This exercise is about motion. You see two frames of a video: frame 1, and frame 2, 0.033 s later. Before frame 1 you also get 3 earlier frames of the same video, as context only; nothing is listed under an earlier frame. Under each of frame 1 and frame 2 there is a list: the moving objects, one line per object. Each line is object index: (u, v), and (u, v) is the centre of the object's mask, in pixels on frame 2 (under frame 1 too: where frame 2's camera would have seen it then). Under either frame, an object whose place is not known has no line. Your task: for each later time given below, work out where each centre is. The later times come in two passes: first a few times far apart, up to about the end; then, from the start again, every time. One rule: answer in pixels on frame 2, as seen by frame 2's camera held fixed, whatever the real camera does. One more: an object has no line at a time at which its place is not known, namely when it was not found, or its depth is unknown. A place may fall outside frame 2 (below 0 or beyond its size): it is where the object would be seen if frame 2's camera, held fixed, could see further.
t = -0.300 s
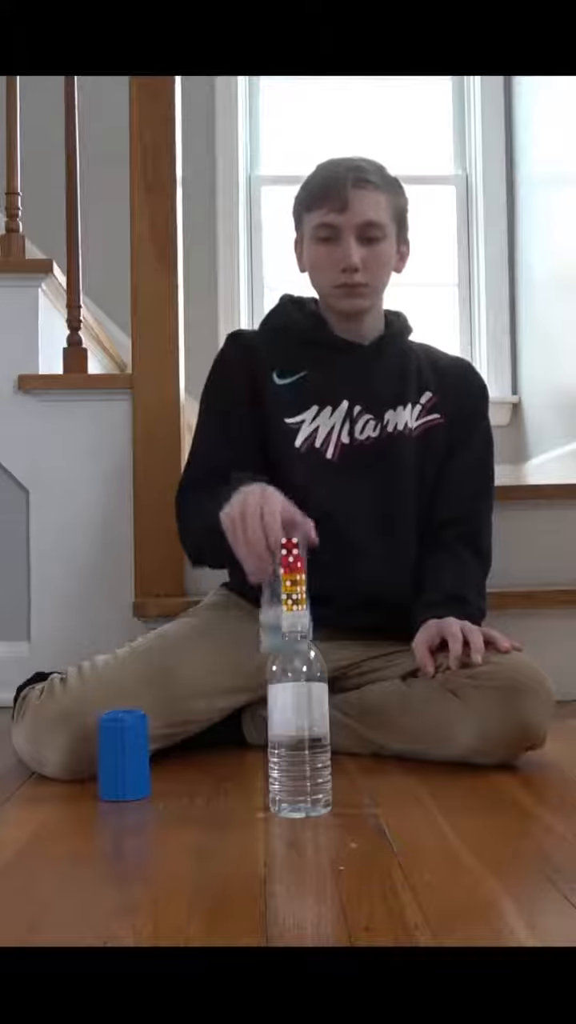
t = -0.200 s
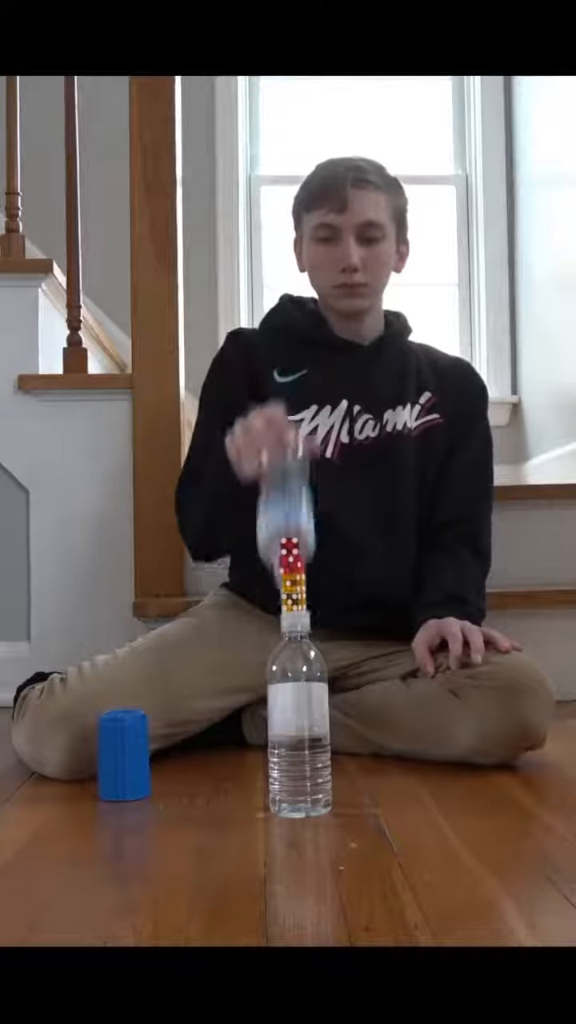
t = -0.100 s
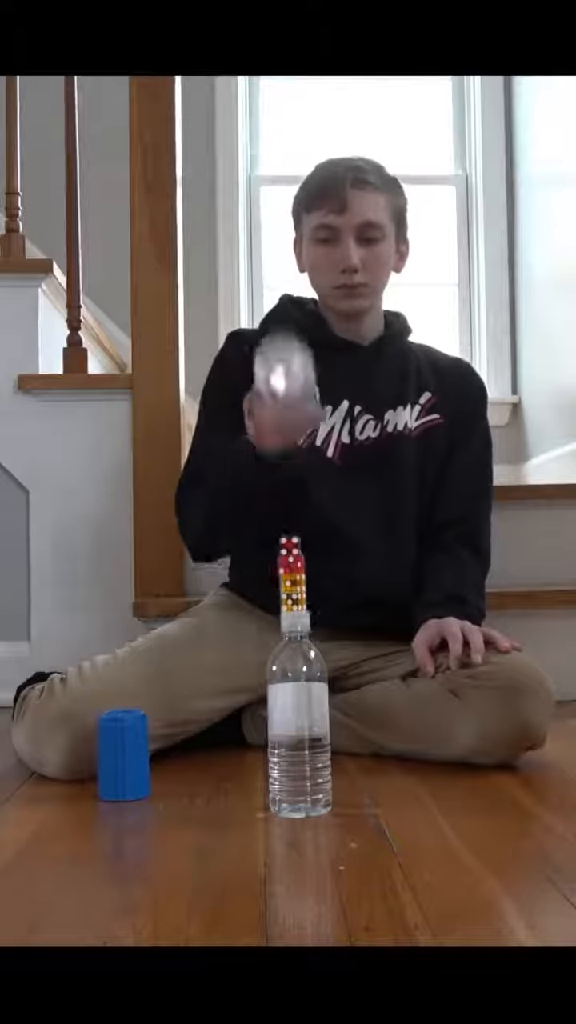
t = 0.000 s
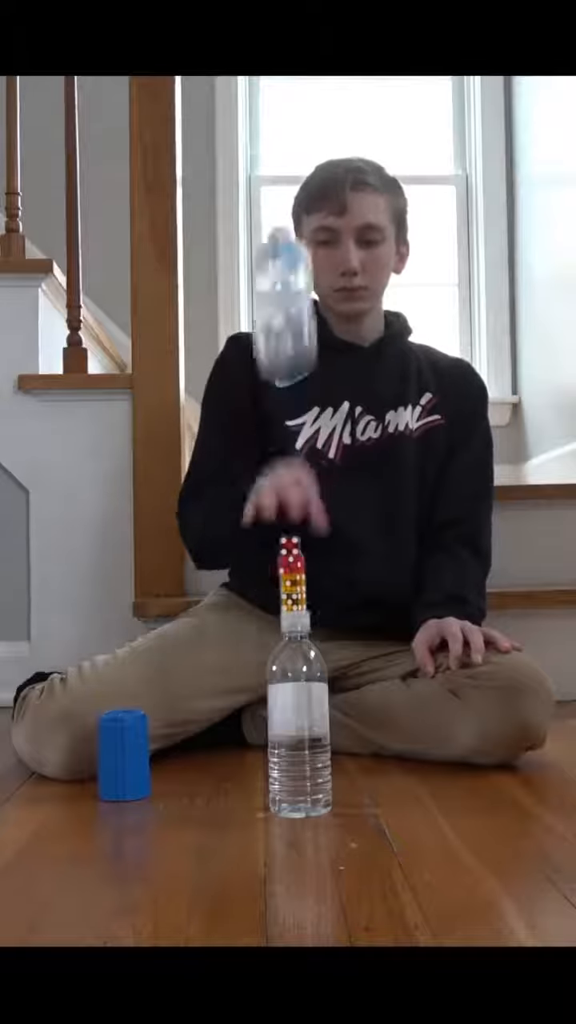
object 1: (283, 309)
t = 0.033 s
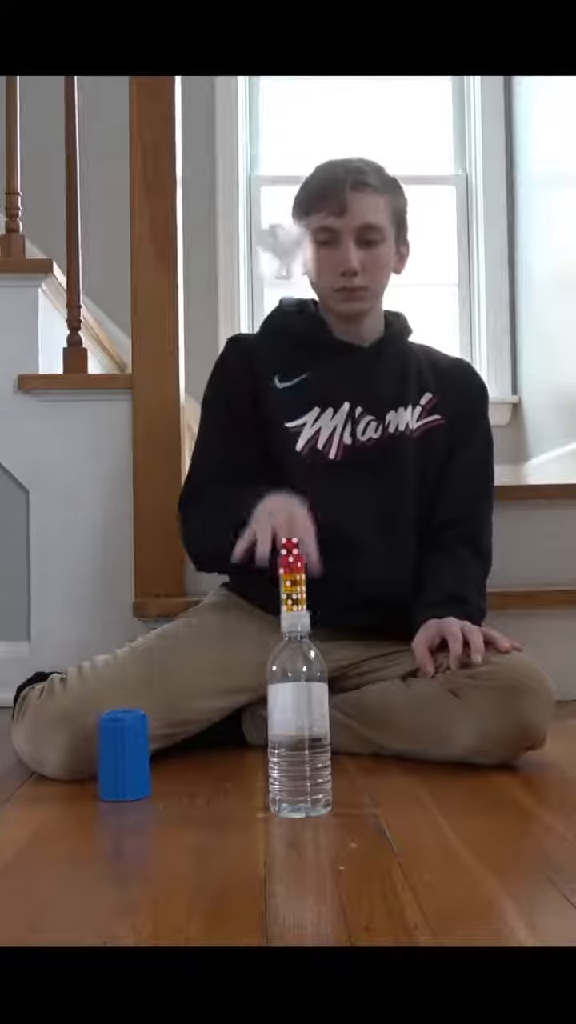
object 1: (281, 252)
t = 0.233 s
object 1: (286, 348)
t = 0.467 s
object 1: (284, 431)
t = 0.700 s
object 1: (284, 432)
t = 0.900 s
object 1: (285, 431)
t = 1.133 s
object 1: (284, 431)
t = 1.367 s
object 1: (286, 431)
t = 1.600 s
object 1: (285, 432)
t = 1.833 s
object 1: (285, 431)
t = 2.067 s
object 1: (285, 432)
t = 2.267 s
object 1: (285, 431)
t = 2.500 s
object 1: (285, 431)
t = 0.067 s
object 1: (283, 224)
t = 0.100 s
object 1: (282, 225)
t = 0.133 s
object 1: (282, 242)
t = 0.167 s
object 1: (282, 255)
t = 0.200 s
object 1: (284, 298)
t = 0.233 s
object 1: (286, 348)
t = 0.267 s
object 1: (287, 402)
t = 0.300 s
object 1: (286, 430)
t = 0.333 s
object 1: (285, 432)
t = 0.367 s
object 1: (284, 432)
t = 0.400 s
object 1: (283, 432)
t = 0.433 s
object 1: (282, 432)
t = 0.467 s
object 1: (284, 431)
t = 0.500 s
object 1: (287, 431)
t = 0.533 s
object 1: (289, 431)
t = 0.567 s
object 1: (289, 431)
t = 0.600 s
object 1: (288, 431)
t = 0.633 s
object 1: (286, 431)
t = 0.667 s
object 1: (284, 431)
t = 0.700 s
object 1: (284, 432)
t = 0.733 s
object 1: (284, 432)
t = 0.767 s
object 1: (284, 431)
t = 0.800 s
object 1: (284, 431)
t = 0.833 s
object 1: (284, 432)
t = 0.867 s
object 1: (284, 431)
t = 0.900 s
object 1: (285, 431)
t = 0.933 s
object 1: (286, 431)
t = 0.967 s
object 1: (287, 431)
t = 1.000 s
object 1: (287, 431)
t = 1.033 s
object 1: (287, 431)
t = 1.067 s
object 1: (285, 431)
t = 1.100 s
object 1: (284, 431)
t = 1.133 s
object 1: (284, 431)
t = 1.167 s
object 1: (284, 432)
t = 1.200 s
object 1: (284, 432)
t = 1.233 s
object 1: (285, 431)
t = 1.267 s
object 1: (285, 431)
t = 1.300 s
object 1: (285, 431)
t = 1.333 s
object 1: (286, 431)
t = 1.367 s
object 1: (286, 431)
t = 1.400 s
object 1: (286, 431)
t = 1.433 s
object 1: (286, 431)
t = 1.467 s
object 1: (285, 431)
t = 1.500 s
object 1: (284, 432)
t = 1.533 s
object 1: (285, 432)
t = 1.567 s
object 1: (285, 432)
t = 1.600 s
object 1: (285, 432)
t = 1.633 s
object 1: (285, 432)
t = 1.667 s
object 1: (285, 431)
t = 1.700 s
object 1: (285, 431)
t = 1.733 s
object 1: (286, 431)
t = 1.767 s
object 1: (285, 431)
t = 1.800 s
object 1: (285, 431)
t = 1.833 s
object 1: (285, 431)
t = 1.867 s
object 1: (284, 431)
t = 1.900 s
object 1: (284, 431)
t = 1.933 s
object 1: (285, 431)
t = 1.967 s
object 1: (285, 431)
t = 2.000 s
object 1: (285, 432)
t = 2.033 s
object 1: (285, 432)
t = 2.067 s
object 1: (285, 432)
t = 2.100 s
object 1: (285, 431)
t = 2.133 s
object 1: (285, 431)
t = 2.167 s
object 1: (285, 431)
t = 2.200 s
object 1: (285, 431)
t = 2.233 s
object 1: (285, 431)
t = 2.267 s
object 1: (285, 431)
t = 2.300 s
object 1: (285, 431)
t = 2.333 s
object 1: (285, 431)
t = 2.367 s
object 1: (285, 431)
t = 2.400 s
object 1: (285, 431)
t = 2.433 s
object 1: (285, 431)
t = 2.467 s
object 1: (285, 431)
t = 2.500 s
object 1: (285, 431)
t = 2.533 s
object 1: (285, 431)
